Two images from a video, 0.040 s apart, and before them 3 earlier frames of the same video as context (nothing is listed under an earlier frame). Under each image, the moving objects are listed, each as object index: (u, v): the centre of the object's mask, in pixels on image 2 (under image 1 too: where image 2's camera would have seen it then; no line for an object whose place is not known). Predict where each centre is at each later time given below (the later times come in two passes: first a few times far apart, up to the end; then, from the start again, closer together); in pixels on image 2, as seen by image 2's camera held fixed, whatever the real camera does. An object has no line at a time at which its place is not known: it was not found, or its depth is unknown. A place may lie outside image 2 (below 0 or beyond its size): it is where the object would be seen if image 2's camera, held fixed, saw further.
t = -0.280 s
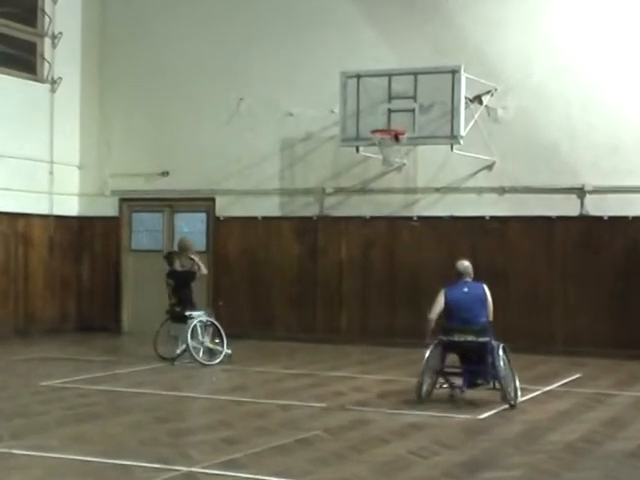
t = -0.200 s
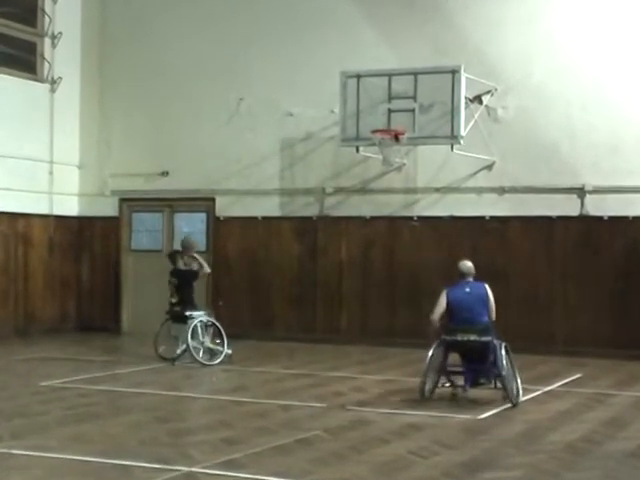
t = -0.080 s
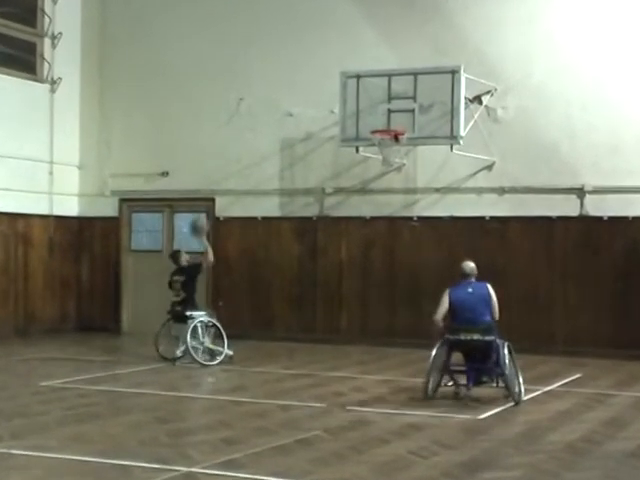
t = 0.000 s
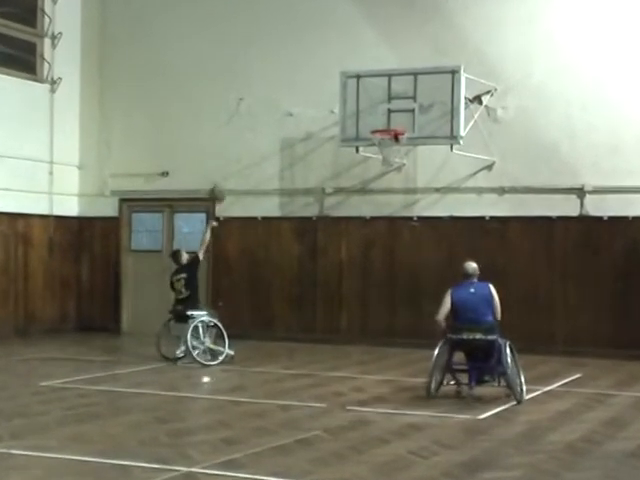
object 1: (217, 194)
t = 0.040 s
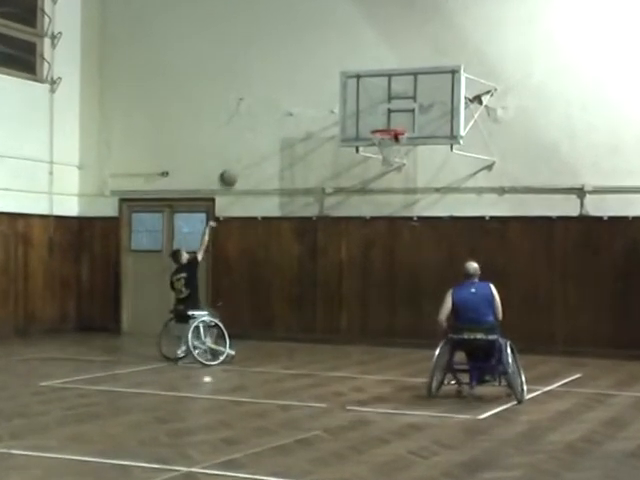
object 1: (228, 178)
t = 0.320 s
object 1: (296, 113)
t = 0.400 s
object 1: (315, 105)
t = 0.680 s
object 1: (375, 117)
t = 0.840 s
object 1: (399, 113)
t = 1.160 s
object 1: (433, 128)
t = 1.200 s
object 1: (437, 136)
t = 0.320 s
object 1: (296, 113)
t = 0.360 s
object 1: (305, 108)
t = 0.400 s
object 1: (315, 105)
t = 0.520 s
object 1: (341, 104)
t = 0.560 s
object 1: (350, 106)
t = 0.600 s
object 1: (359, 109)
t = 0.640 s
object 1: (367, 113)
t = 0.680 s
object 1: (375, 117)
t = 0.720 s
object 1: (383, 122)
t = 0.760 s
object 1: (390, 120)
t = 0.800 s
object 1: (394, 118)
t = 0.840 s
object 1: (399, 113)
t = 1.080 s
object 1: (423, 117)
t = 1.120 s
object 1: (428, 123)
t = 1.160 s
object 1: (433, 128)
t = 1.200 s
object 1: (437, 136)
